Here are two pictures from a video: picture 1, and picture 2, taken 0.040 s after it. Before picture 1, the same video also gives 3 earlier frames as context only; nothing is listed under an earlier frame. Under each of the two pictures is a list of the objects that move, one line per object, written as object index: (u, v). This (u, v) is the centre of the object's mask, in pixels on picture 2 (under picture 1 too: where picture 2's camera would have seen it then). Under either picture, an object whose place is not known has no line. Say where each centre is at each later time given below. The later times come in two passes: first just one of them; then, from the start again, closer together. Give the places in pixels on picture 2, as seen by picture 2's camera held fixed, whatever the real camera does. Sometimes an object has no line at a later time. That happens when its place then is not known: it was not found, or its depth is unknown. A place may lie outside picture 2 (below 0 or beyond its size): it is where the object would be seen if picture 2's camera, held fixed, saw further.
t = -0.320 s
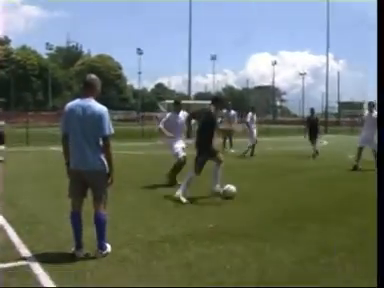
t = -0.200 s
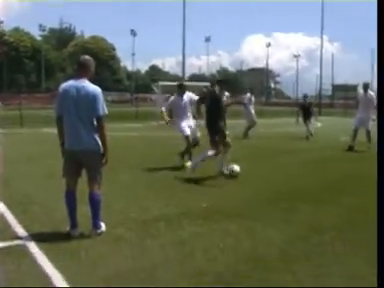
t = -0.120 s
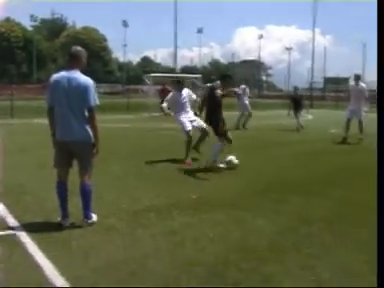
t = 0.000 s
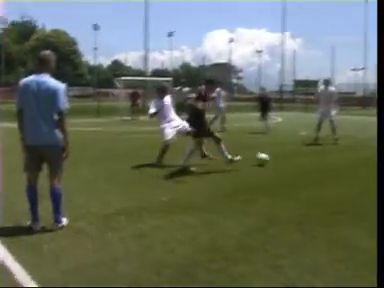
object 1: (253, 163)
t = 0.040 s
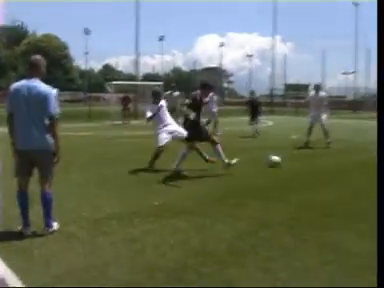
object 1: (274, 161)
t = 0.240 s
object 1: (353, 152)
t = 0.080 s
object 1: (293, 159)
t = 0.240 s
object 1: (353, 152)
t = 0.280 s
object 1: (364, 150)
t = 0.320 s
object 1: (375, 149)
